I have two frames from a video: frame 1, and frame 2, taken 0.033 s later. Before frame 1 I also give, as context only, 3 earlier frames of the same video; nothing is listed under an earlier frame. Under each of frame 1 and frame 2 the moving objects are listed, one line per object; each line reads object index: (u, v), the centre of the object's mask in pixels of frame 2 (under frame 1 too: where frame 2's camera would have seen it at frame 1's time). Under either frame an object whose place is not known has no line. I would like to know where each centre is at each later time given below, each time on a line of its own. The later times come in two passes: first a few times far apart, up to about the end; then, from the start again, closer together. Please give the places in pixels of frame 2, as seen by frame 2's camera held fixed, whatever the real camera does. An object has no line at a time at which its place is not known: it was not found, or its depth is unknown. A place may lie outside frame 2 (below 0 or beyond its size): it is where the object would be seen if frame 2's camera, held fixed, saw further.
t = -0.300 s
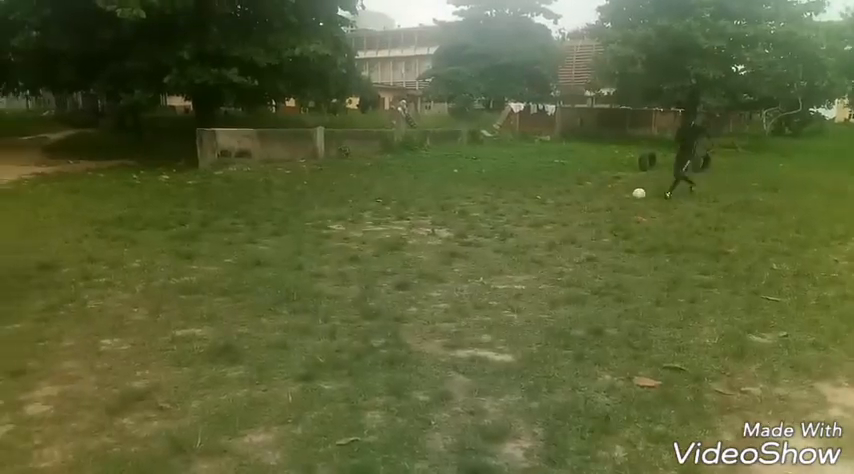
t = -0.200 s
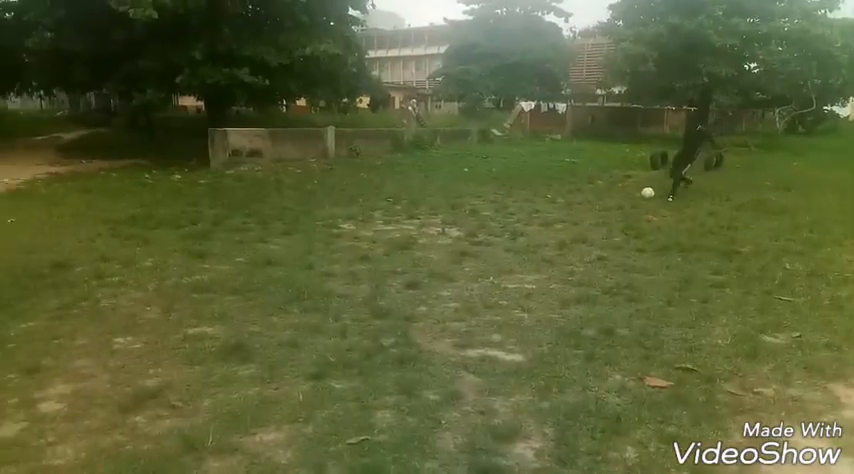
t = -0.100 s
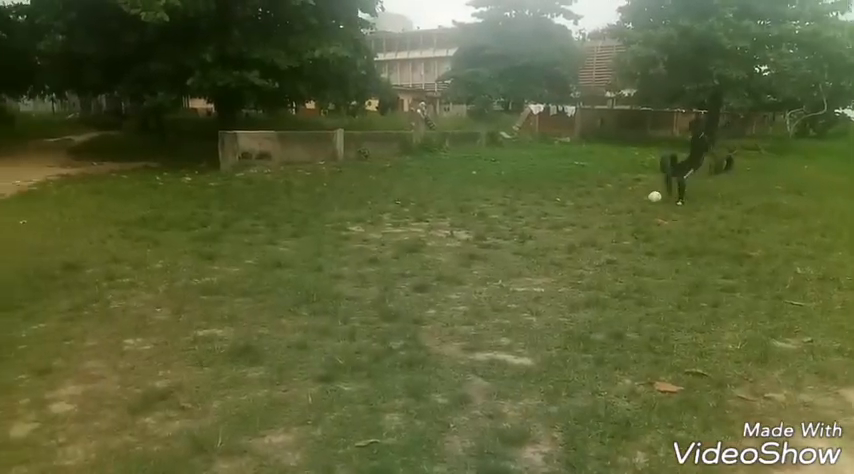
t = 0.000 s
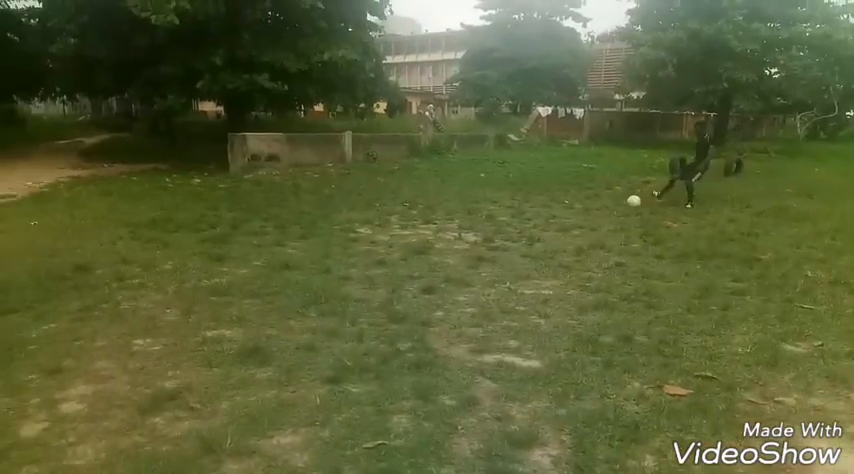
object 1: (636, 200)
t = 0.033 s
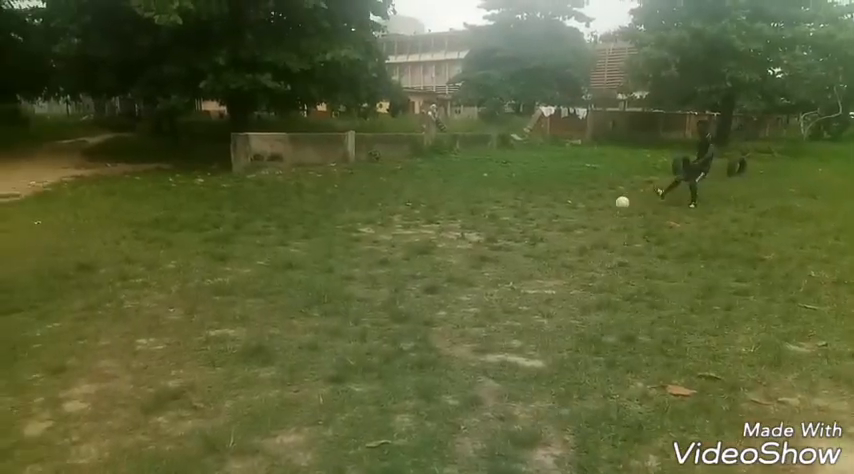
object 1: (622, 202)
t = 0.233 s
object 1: (531, 213)
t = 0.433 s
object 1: (437, 225)
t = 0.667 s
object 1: (324, 245)
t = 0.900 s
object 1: (194, 255)
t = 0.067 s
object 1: (607, 205)
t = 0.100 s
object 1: (591, 207)
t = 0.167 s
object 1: (561, 212)
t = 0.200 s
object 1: (546, 213)
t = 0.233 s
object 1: (531, 213)
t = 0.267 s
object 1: (515, 215)
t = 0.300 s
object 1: (499, 218)
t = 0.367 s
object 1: (466, 228)
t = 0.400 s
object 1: (452, 226)
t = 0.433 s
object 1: (437, 225)
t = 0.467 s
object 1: (423, 225)
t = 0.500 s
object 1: (408, 225)
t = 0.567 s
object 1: (376, 229)
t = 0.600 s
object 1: (359, 234)
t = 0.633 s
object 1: (342, 239)
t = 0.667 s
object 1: (324, 245)
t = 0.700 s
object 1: (306, 252)
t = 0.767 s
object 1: (271, 250)
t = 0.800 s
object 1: (252, 250)
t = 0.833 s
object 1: (233, 251)
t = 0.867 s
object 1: (214, 253)
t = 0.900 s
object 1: (194, 255)
